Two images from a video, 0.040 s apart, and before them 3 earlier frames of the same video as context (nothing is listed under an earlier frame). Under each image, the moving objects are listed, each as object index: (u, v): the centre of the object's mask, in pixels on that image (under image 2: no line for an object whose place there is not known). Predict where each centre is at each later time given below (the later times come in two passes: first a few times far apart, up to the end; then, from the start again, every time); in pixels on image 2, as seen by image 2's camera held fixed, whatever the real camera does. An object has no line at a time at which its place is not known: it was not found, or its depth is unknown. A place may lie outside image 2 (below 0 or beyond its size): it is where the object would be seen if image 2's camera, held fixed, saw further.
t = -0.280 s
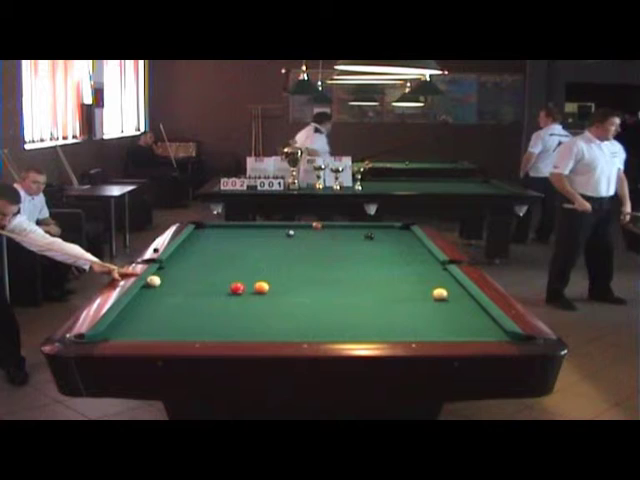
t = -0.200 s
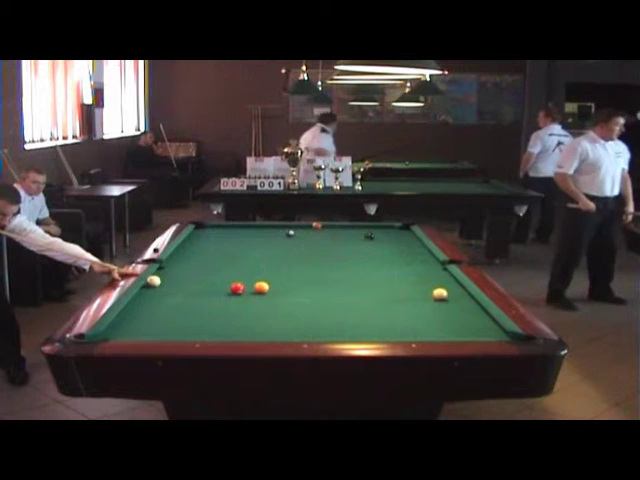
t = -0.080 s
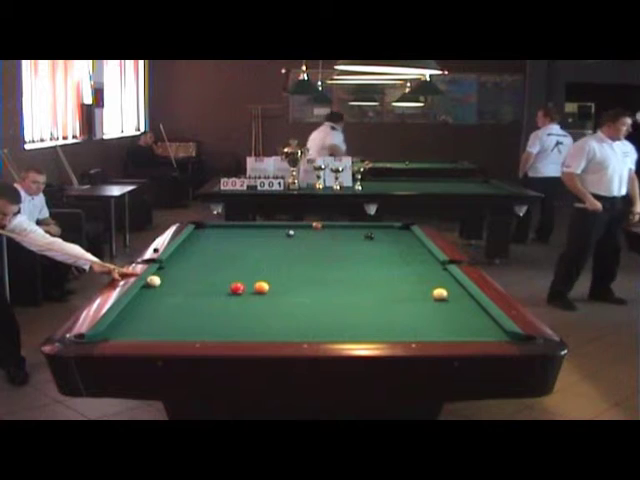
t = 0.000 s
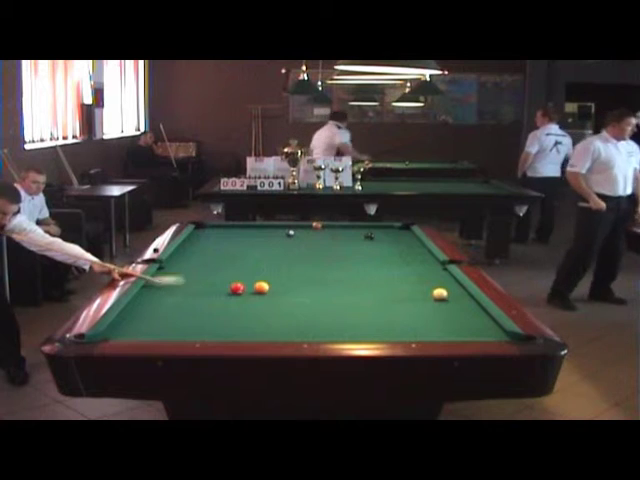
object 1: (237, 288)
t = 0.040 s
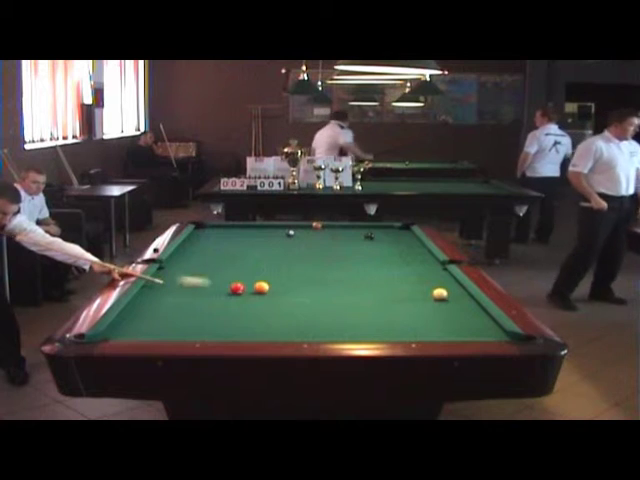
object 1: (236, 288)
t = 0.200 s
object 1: (289, 296)
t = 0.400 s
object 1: (373, 310)
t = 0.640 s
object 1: (474, 325)
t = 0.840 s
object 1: (467, 332)
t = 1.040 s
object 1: (426, 333)
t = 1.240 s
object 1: (384, 330)
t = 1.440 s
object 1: (345, 326)
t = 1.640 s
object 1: (308, 321)
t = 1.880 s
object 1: (268, 316)
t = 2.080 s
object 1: (236, 312)
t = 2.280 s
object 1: (208, 308)
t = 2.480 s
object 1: (181, 305)
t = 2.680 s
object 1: (157, 302)
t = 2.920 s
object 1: (143, 298)
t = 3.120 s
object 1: (159, 296)
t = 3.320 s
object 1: (174, 295)
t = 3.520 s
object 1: (187, 293)
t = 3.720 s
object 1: (200, 292)
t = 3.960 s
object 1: (213, 290)
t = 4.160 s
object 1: (223, 289)
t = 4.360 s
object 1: (231, 289)
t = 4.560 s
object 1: (239, 288)
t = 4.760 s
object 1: (246, 287)
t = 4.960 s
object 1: (249, 286)
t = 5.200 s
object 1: (250, 286)
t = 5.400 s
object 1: (251, 286)
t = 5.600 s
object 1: (251, 285)
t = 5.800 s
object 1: (251, 285)
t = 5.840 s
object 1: (251, 285)
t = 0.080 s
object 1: (237, 288)
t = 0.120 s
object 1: (248, 289)
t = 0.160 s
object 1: (272, 294)
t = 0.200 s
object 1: (289, 296)
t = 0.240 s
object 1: (307, 300)
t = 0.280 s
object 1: (324, 302)
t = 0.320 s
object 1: (341, 305)
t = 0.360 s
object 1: (357, 308)
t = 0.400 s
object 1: (373, 310)
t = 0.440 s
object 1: (388, 312)
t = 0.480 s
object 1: (405, 315)
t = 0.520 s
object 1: (422, 317)
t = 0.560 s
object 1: (440, 320)
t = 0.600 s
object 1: (457, 322)
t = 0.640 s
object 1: (474, 325)
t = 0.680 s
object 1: (490, 327)
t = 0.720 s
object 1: (488, 329)
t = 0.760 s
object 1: (481, 330)
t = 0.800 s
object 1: (474, 331)
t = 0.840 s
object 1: (467, 332)
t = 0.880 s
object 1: (460, 334)
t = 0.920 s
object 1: (453, 335)
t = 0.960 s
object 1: (444, 334)
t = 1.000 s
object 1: (435, 333)
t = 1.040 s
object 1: (426, 333)
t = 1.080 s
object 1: (418, 332)
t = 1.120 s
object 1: (408, 332)
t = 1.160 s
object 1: (400, 331)
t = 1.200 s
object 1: (391, 331)
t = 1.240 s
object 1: (384, 330)
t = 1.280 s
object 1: (376, 329)
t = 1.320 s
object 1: (368, 329)
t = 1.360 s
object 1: (360, 328)
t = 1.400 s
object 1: (352, 327)
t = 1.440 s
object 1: (345, 326)
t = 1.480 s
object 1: (337, 325)
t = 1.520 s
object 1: (330, 324)
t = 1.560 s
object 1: (322, 323)
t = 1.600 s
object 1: (315, 322)
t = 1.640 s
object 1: (308, 321)
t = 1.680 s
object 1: (301, 321)
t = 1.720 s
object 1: (294, 320)
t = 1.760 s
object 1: (288, 319)
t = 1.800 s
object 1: (281, 318)
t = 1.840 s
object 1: (275, 317)
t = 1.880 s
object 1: (268, 316)
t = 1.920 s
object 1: (261, 315)
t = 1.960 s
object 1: (254, 315)
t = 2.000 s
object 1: (249, 314)
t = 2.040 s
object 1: (242, 313)
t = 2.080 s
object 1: (236, 312)
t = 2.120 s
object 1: (231, 311)
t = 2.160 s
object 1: (224, 311)
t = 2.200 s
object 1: (218, 310)
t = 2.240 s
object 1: (213, 309)
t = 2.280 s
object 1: (208, 308)
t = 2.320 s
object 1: (202, 307)
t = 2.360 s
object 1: (197, 307)
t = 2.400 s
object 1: (191, 306)
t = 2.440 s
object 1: (186, 306)
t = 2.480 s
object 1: (181, 305)
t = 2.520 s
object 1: (176, 305)
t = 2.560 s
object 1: (171, 303)
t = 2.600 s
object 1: (167, 303)
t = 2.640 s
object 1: (161, 302)
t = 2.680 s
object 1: (157, 302)
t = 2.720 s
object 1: (152, 301)
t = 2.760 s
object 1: (147, 300)
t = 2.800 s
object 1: (143, 299)
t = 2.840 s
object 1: (140, 299)
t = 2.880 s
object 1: (141, 299)
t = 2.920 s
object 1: (143, 298)
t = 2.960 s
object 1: (147, 298)
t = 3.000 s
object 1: (150, 297)
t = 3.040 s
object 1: (153, 297)
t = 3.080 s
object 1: (157, 297)
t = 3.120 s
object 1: (159, 296)
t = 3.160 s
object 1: (162, 296)
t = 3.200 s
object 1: (166, 296)
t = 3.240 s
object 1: (169, 295)
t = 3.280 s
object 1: (171, 295)
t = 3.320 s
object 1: (174, 295)
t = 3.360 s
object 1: (177, 294)
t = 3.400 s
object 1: (180, 294)
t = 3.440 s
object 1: (183, 294)
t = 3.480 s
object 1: (185, 293)
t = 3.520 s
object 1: (187, 293)
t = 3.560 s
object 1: (190, 293)
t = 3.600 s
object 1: (192, 292)
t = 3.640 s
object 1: (195, 292)
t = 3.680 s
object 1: (198, 292)
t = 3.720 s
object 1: (200, 292)
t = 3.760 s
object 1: (202, 291)
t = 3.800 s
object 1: (205, 291)
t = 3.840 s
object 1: (207, 291)
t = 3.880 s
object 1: (209, 291)
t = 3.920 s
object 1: (211, 290)
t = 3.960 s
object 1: (213, 290)
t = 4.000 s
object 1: (215, 290)
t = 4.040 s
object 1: (217, 290)
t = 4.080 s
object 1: (219, 289)
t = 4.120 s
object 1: (222, 290)
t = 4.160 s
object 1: (223, 289)
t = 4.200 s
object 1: (225, 289)
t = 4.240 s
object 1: (227, 289)
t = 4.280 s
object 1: (228, 289)
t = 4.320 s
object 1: (230, 289)
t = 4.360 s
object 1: (231, 289)
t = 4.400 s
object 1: (233, 288)
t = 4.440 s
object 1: (235, 288)
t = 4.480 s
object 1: (236, 288)
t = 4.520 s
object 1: (238, 288)
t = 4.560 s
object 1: (239, 288)
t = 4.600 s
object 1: (240, 288)
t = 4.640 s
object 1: (242, 287)
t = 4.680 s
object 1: (244, 287)
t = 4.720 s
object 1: (245, 287)
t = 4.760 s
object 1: (246, 287)
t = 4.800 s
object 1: (247, 286)
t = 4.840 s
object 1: (248, 286)
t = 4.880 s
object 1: (248, 286)
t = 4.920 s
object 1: (248, 286)
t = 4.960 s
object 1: (249, 286)
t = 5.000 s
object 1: (249, 286)
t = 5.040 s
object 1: (249, 286)
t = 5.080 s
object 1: (249, 286)
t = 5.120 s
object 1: (250, 286)
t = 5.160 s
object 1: (250, 286)
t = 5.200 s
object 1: (250, 286)
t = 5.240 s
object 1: (250, 286)
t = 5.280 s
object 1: (250, 286)
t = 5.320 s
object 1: (250, 285)
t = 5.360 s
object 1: (250, 285)
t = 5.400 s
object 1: (251, 286)
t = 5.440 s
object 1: (251, 286)
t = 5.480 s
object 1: (251, 285)
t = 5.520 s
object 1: (251, 285)
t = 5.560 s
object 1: (251, 285)
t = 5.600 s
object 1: (251, 285)
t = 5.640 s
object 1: (251, 285)
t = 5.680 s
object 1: (251, 286)
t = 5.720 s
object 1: (251, 285)
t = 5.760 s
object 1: (251, 285)
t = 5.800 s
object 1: (251, 285)
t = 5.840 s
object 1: (251, 285)
